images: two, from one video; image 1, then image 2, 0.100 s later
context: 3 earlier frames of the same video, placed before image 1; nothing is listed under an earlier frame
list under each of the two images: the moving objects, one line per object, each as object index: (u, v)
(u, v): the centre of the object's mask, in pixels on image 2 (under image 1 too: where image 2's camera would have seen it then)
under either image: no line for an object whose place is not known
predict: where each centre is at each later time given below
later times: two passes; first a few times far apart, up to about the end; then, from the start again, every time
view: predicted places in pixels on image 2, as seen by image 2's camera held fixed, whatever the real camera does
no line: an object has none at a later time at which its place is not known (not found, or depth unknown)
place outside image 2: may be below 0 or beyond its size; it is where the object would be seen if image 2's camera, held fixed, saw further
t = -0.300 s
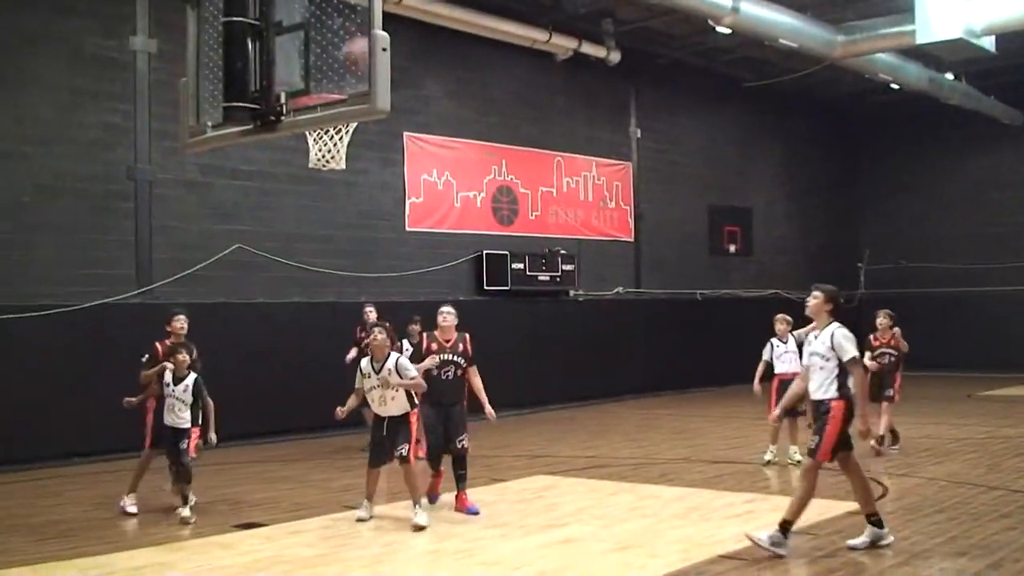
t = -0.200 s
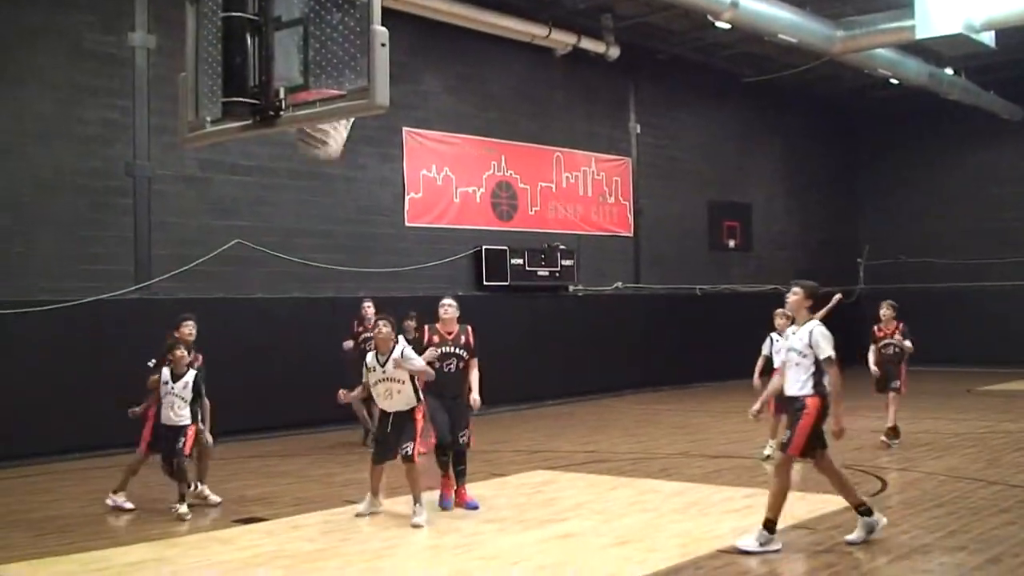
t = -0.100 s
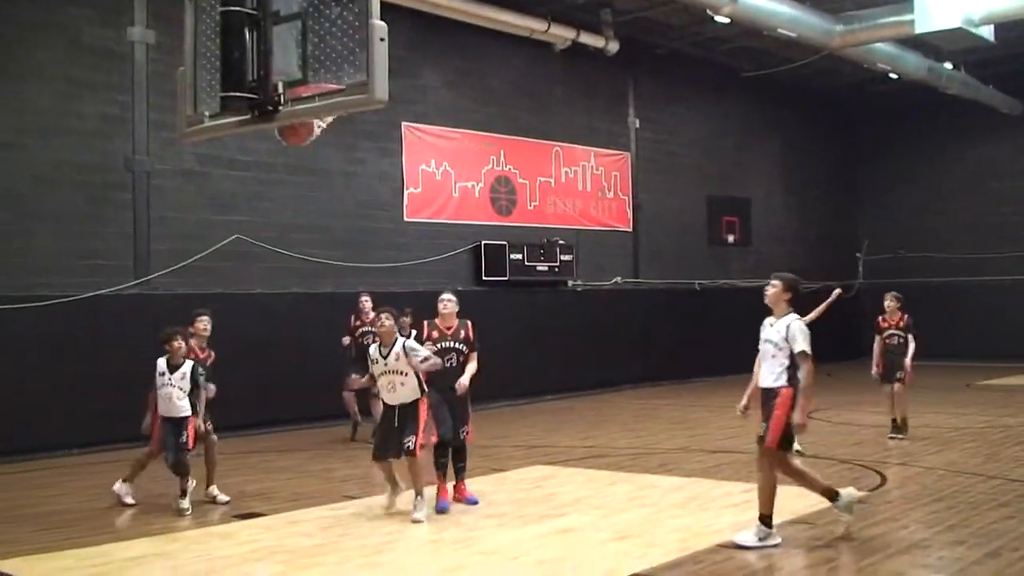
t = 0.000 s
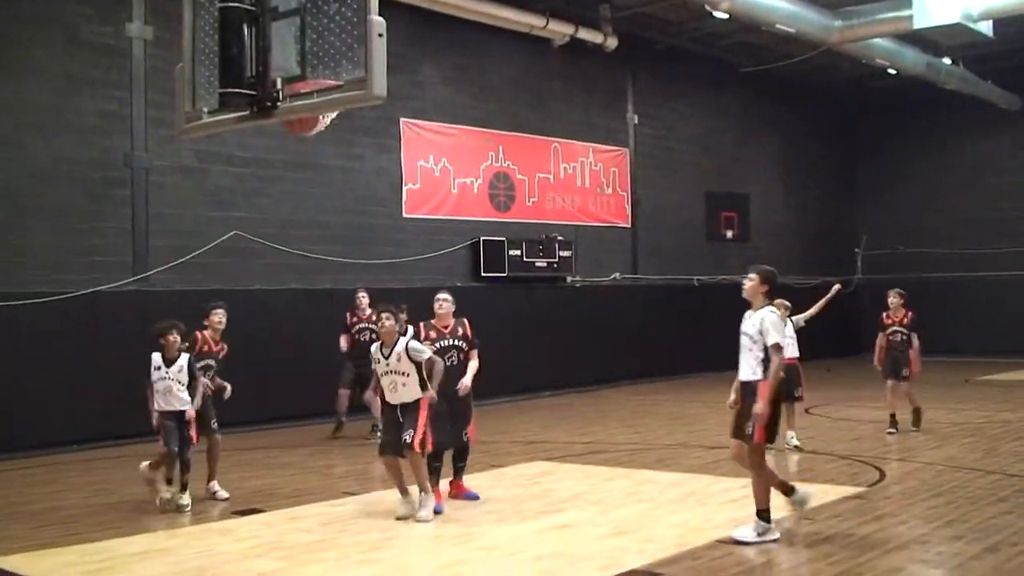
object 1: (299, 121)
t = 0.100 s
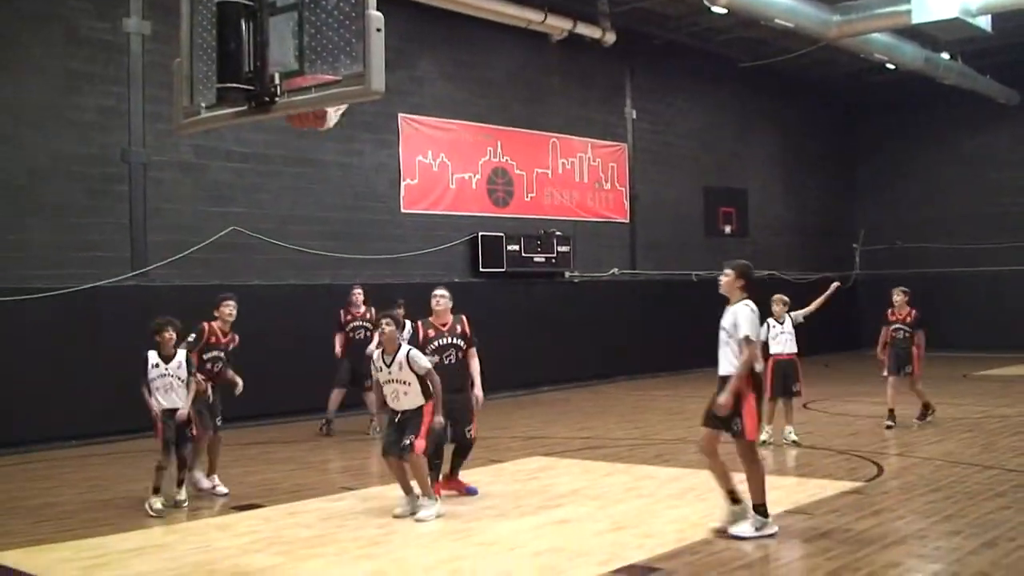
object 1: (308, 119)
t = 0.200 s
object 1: (321, 135)
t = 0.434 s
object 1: (346, 220)
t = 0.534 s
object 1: (357, 286)
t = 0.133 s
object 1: (310, 121)
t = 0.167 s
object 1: (315, 127)
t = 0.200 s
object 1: (321, 135)
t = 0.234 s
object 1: (326, 143)
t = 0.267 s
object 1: (330, 150)
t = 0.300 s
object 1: (332, 159)
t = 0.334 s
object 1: (335, 170)
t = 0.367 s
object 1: (339, 185)
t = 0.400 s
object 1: (342, 201)
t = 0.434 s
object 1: (346, 220)
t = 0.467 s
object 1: (349, 241)
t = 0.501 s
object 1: (353, 262)
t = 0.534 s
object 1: (357, 286)
